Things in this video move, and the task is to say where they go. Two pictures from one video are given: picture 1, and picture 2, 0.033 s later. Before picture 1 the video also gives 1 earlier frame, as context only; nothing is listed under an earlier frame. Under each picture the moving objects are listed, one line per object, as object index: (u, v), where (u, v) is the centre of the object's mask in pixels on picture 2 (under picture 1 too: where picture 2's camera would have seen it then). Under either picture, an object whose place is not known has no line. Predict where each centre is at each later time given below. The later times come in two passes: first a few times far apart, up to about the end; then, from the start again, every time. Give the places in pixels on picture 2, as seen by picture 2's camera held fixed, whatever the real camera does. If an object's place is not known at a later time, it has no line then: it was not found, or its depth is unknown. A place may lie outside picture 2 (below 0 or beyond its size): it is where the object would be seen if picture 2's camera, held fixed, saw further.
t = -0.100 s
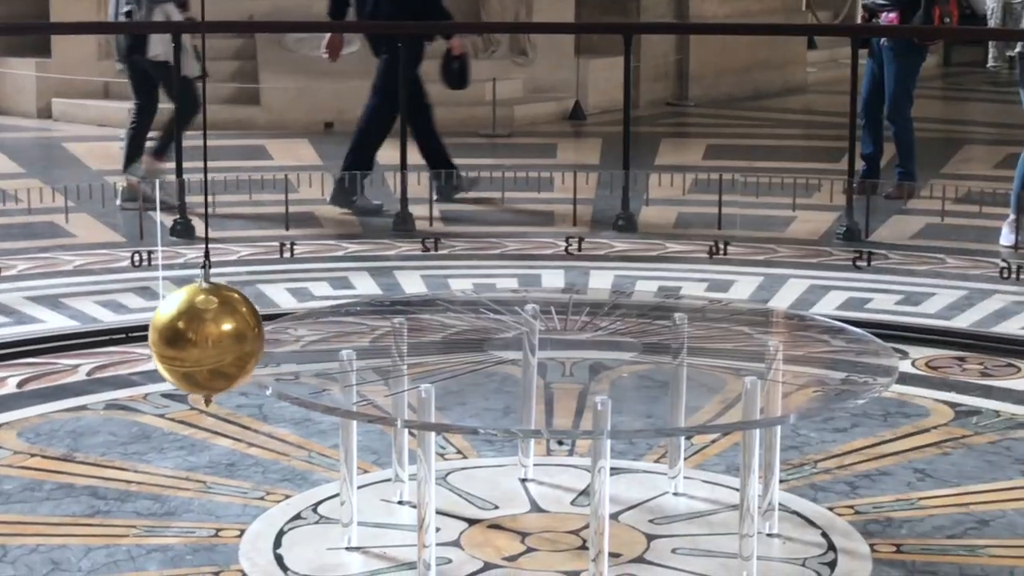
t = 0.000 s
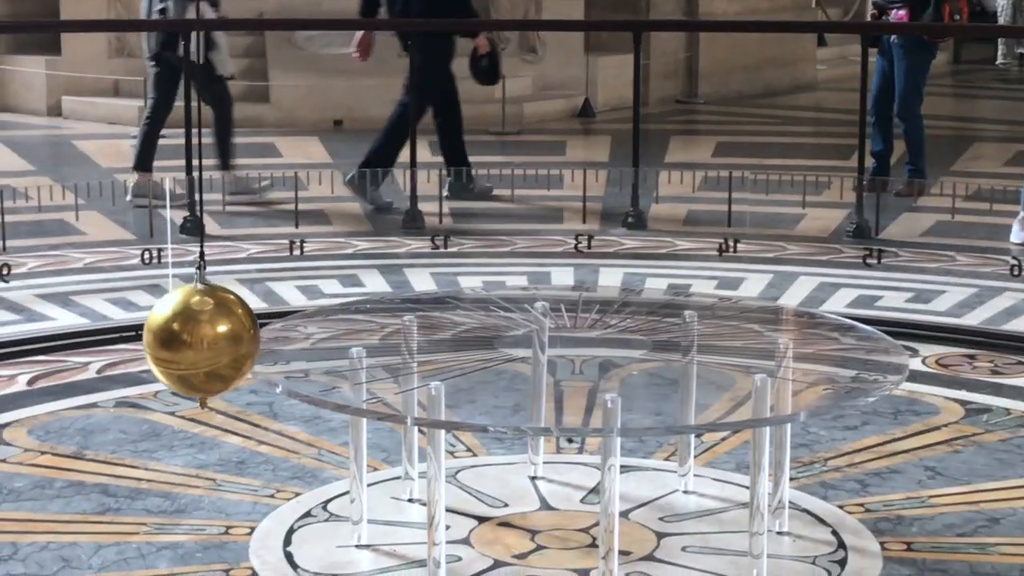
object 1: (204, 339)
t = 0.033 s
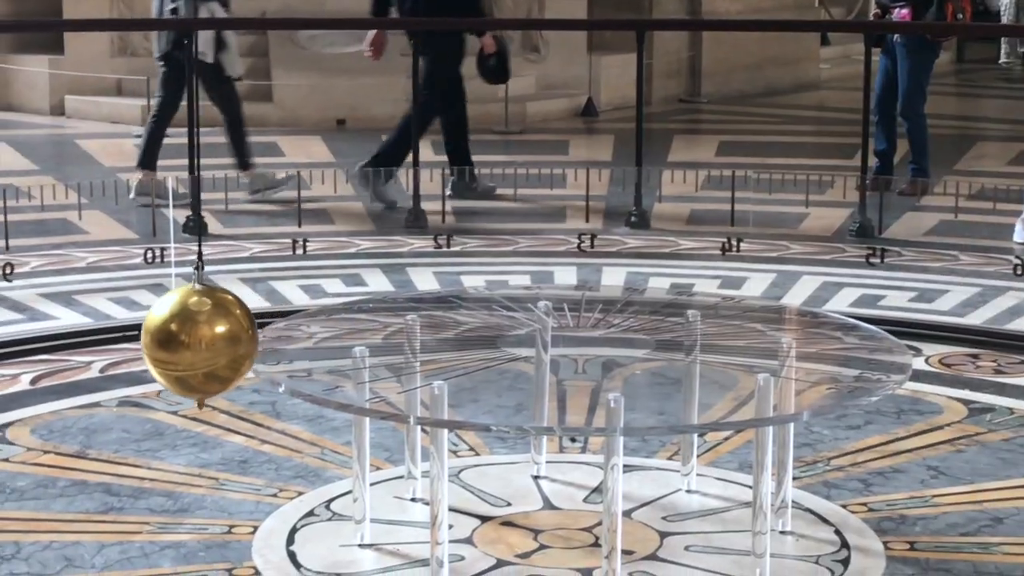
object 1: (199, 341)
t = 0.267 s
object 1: (165, 351)
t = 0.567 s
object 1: (127, 361)
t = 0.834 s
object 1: (98, 370)
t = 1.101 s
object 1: (76, 377)
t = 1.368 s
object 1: (59, 382)
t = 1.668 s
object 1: (50, 386)
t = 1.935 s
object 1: (51, 387)
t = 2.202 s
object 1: (58, 387)
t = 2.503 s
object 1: (78, 381)
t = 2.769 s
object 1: (102, 376)
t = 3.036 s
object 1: (133, 369)
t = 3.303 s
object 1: (168, 360)
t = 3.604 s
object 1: (213, 349)
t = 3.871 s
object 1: (256, 338)
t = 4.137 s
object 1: (300, 326)
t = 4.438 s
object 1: (350, 313)
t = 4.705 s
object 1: (394, 301)
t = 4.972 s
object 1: (437, 289)
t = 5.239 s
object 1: (479, 277)
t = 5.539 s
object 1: (524, 264)
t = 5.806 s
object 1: (561, 252)
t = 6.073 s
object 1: (596, 242)
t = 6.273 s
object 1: (620, 234)
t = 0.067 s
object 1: (194, 342)
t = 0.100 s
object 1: (189, 344)
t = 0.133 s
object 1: (185, 345)
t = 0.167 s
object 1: (180, 346)
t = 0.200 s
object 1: (175, 348)
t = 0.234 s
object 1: (170, 349)
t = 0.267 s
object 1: (165, 351)
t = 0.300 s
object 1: (161, 351)
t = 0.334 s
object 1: (157, 353)
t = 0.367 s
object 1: (152, 354)
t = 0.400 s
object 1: (148, 356)
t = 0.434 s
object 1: (144, 357)
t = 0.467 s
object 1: (140, 358)
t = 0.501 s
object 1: (135, 359)
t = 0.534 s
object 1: (131, 360)
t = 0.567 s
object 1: (127, 361)
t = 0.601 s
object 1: (123, 363)
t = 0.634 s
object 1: (120, 363)
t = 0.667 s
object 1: (116, 365)
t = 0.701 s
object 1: (112, 367)
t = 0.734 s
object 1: (108, 367)
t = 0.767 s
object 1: (105, 368)
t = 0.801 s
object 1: (101, 369)
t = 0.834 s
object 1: (98, 370)
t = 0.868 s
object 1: (95, 371)
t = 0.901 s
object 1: (92, 372)
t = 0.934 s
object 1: (89, 373)
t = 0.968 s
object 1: (86, 373)
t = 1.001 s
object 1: (84, 374)
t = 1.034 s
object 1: (81, 375)
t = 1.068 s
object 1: (78, 375)
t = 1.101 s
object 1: (76, 377)
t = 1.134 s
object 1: (73, 377)
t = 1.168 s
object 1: (71, 378)
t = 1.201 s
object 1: (68, 379)
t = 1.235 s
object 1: (66, 379)
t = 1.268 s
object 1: (65, 380)
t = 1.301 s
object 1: (63, 380)
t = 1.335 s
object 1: (61, 381)
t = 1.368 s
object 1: (59, 382)
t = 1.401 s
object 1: (58, 382)
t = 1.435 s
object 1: (56, 383)
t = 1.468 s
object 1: (55, 383)
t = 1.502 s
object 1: (54, 383)
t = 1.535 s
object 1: (53, 384)
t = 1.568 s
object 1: (52, 384)
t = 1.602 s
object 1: (51, 385)
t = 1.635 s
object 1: (50, 385)
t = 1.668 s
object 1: (50, 386)
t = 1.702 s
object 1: (50, 386)
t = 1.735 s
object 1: (49, 386)
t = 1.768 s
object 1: (49, 386)
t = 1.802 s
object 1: (49, 387)
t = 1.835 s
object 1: (49, 386)
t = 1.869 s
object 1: (50, 387)
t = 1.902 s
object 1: (50, 387)
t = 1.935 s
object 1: (51, 387)
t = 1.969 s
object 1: (51, 387)
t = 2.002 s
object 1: (52, 387)
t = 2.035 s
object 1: (53, 387)
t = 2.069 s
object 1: (54, 387)
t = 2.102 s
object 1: (55, 387)
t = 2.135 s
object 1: (55, 387)
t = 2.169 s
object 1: (57, 387)
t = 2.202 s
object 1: (58, 387)
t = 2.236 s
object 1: (60, 387)
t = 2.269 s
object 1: (61, 387)
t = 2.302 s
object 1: (64, 384)
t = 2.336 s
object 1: (66, 384)
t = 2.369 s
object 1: (69, 384)
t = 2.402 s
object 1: (71, 383)
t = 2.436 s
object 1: (73, 382)
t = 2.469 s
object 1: (76, 382)
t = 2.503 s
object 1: (78, 381)
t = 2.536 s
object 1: (81, 381)
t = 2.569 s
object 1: (83, 380)
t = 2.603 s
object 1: (86, 379)
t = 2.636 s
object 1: (89, 379)
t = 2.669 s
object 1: (93, 378)
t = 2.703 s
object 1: (96, 377)
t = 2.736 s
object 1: (99, 377)
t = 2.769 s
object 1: (102, 376)
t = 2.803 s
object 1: (106, 375)
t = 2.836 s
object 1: (110, 374)
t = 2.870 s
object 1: (113, 373)
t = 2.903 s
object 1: (117, 372)
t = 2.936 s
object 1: (121, 372)
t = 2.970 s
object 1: (125, 371)
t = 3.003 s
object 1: (128, 370)
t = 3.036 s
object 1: (133, 369)
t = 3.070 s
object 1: (137, 368)
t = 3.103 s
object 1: (141, 367)
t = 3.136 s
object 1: (146, 366)
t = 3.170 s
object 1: (150, 365)
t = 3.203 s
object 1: (154, 363)
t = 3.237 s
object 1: (159, 363)
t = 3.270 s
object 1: (164, 361)
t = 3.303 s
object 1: (168, 360)
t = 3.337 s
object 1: (173, 359)
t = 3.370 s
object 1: (178, 358)
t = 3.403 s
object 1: (183, 356)
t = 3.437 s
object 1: (187, 355)
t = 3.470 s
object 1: (193, 354)
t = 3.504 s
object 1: (198, 353)
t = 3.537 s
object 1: (203, 351)
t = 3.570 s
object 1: (208, 350)
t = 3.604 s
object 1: (213, 349)
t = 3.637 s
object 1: (218, 348)
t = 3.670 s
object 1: (223, 346)
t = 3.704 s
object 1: (228, 345)
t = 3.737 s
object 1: (234, 343)
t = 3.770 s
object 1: (239, 342)
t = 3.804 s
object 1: (245, 340)
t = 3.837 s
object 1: (250, 339)
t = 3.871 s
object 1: (256, 338)
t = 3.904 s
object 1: (261, 336)
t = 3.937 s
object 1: (267, 335)
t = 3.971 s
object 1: (272, 333)
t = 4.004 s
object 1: (278, 332)
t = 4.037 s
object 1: (283, 330)
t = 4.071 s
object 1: (289, 329)
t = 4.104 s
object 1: (294, 328)
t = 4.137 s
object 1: (300, 326)
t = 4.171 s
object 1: (305, 325)
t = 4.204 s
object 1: (311, 323)
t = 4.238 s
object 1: (316, 322)
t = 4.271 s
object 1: (322, 320)
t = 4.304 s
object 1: (328, 319)
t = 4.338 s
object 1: (333, 318)
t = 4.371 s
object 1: (338, 317)
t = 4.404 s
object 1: (345, 315)
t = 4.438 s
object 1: (350, 313)
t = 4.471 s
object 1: (356, 312)
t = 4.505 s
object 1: (361, 310)
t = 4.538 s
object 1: (367, 309)
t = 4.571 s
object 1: (372, 307)
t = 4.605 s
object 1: (378, 305)
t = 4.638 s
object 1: (383, 304)
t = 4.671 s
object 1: (388, 303)
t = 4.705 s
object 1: (394, 301)
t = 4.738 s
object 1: (399, 300)
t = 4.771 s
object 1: (405, 298)
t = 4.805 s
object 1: (410, 296)
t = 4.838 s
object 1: (416, 295)
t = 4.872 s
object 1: (421, 293)
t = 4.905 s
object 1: (427, 292)
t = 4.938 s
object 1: (432, 290)
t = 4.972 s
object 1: (437, 289)
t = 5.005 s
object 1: (443, 287)
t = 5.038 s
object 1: (448, 286)
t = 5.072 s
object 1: (453, 284)
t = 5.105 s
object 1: (458, 283)
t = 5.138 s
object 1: (463, 281)
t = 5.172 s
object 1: (469, 280)
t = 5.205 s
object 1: (474, 278)
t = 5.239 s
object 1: (479, 277)
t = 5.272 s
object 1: (484, 276)
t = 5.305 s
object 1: (489, 274)
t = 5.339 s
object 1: (494, 273)
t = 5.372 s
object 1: (499, 271)
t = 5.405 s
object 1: (504, 270)
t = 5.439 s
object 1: (508, 268)
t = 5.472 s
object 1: (513, 267)
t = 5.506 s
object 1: (518, 266)
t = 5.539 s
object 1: (524, 264)
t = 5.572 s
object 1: (529, 262)
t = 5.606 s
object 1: (533, 261)
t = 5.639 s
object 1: (538, 260)
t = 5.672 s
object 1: (543, 258)
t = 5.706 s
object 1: (547, 257)
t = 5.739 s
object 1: (552, 255)
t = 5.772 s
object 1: (557, 254)
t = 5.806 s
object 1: (561, 252)
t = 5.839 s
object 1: (566, 251)
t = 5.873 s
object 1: (570, 250)
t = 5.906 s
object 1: (575, 248)
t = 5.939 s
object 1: (579, 247)
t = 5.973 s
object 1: (584, 245)
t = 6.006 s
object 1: (588, 244)
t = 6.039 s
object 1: (592, 243)
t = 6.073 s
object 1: (596, 242)
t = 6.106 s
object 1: (599, 240)
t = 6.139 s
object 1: (604, 239)
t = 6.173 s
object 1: (608, 238)
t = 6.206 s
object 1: (612, 237)
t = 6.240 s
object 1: (616, 235)
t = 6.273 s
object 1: (620, 234)
